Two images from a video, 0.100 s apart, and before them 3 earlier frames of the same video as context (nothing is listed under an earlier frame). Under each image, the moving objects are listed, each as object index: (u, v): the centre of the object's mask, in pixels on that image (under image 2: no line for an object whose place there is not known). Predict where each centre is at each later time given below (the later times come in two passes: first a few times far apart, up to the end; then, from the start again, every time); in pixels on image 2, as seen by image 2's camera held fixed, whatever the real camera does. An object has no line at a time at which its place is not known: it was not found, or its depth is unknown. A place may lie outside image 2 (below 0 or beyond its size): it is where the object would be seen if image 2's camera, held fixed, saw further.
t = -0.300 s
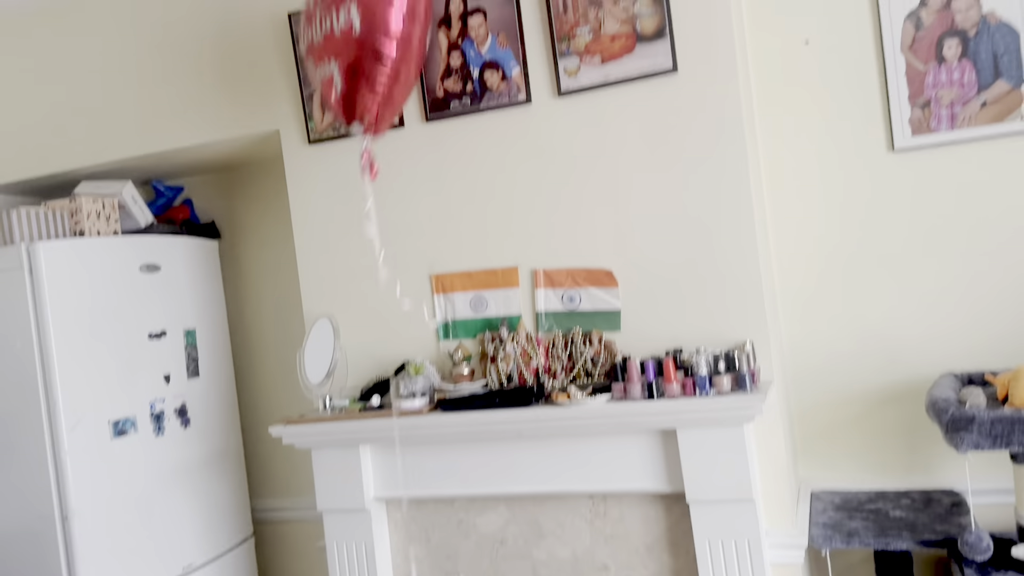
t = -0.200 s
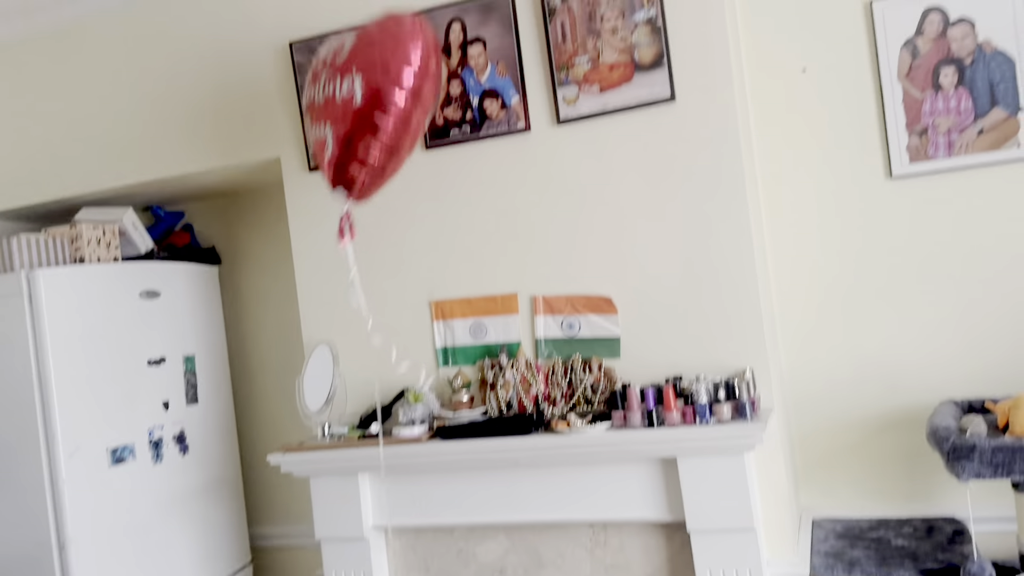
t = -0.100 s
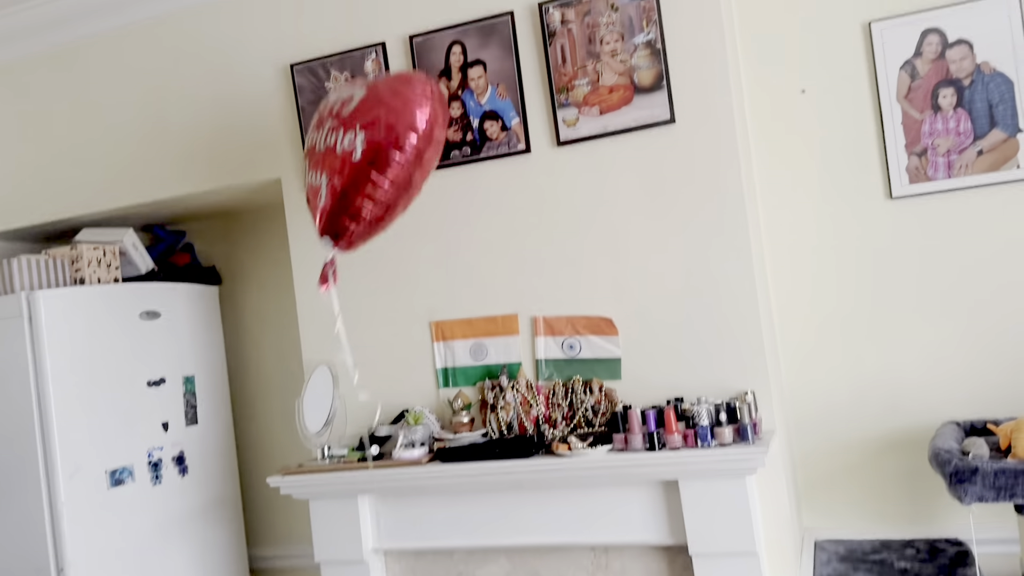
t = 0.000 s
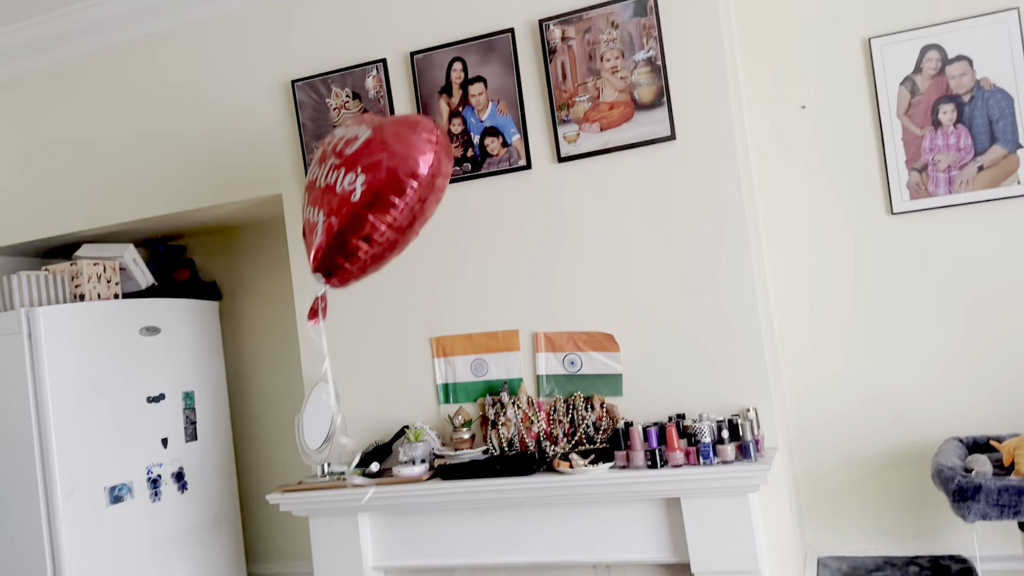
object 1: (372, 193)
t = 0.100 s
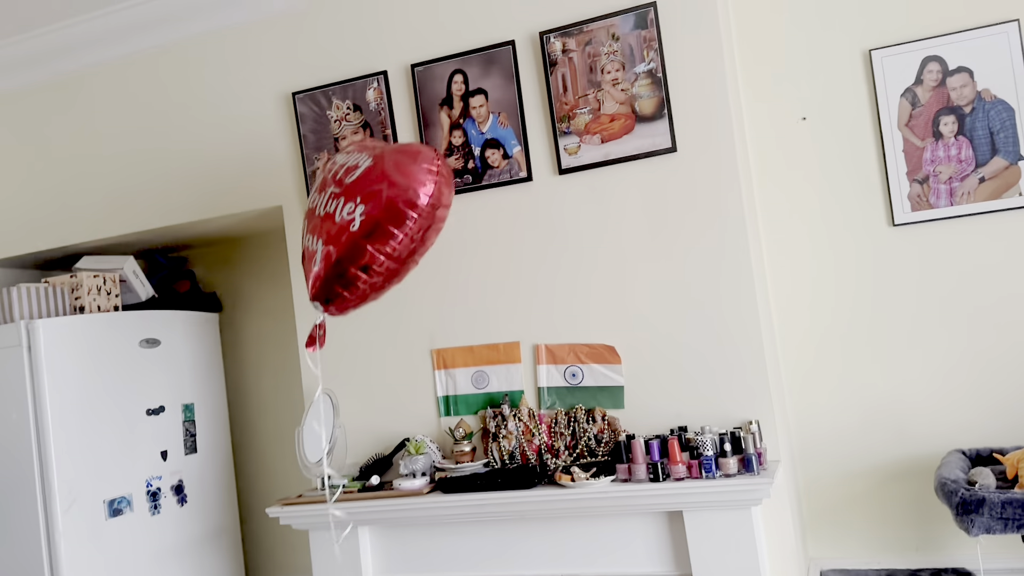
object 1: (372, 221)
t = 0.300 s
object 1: (371, 232)
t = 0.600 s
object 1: (369, 203)
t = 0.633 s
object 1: (368, 197)
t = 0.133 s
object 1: (371, 224)
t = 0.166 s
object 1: (371, 227)
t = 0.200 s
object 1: (371, 229)
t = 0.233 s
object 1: (371, 231)
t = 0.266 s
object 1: (370, 231)
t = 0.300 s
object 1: (371, 232)
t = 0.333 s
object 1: (370, 234)
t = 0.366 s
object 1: (371, 230)
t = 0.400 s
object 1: (371, 228)
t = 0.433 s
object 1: (371, 226)
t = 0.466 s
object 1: (371, 223)
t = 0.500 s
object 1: (370, 219)
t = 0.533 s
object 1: (370, 214)
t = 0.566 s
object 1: (369, 209)
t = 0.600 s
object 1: (369, 203)
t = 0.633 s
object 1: (368, 197)
